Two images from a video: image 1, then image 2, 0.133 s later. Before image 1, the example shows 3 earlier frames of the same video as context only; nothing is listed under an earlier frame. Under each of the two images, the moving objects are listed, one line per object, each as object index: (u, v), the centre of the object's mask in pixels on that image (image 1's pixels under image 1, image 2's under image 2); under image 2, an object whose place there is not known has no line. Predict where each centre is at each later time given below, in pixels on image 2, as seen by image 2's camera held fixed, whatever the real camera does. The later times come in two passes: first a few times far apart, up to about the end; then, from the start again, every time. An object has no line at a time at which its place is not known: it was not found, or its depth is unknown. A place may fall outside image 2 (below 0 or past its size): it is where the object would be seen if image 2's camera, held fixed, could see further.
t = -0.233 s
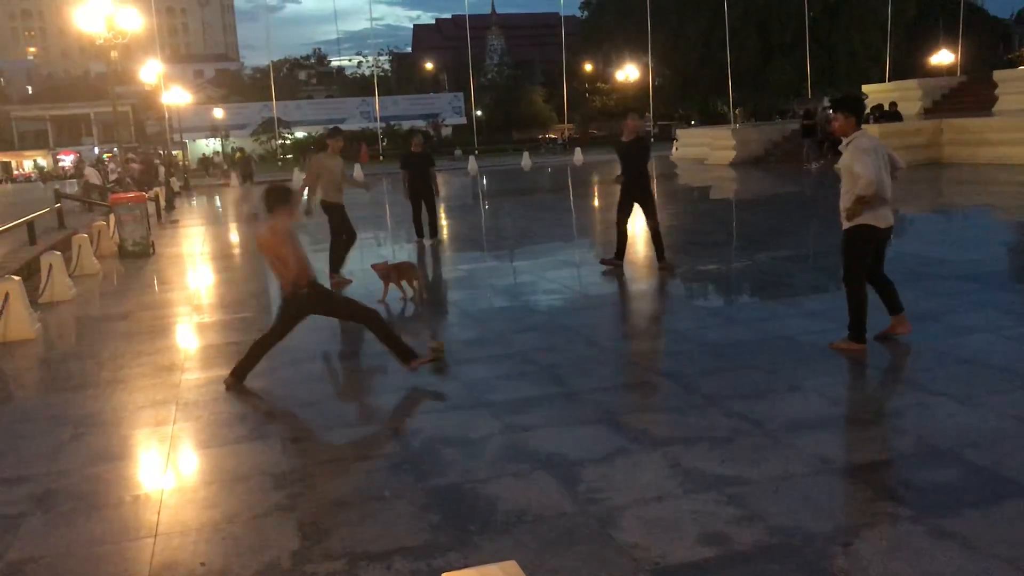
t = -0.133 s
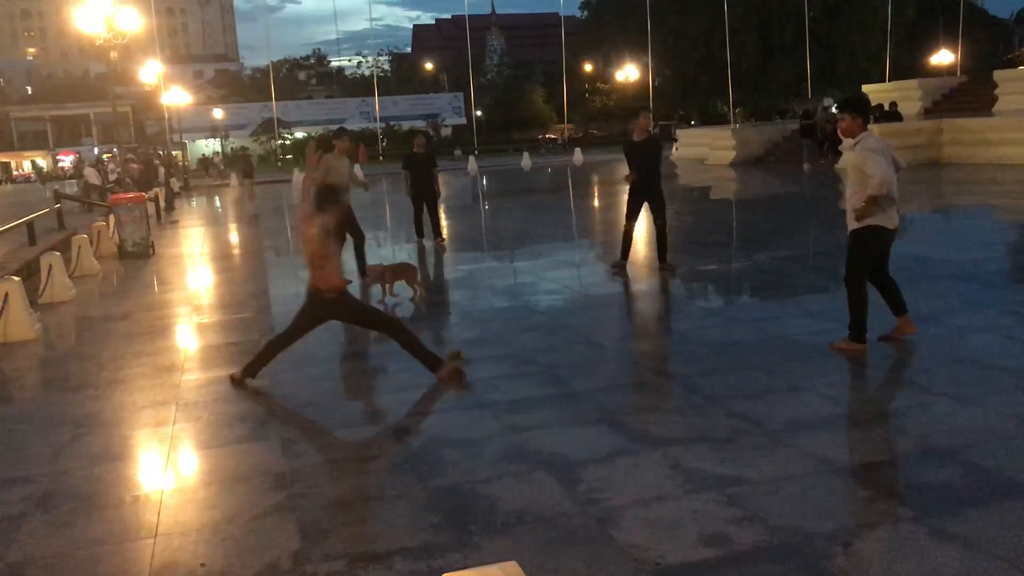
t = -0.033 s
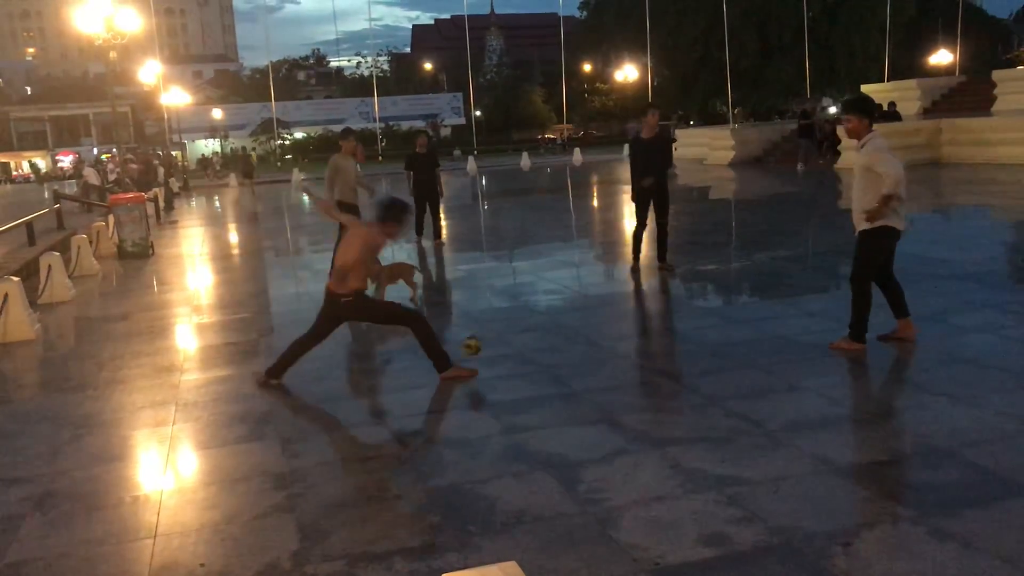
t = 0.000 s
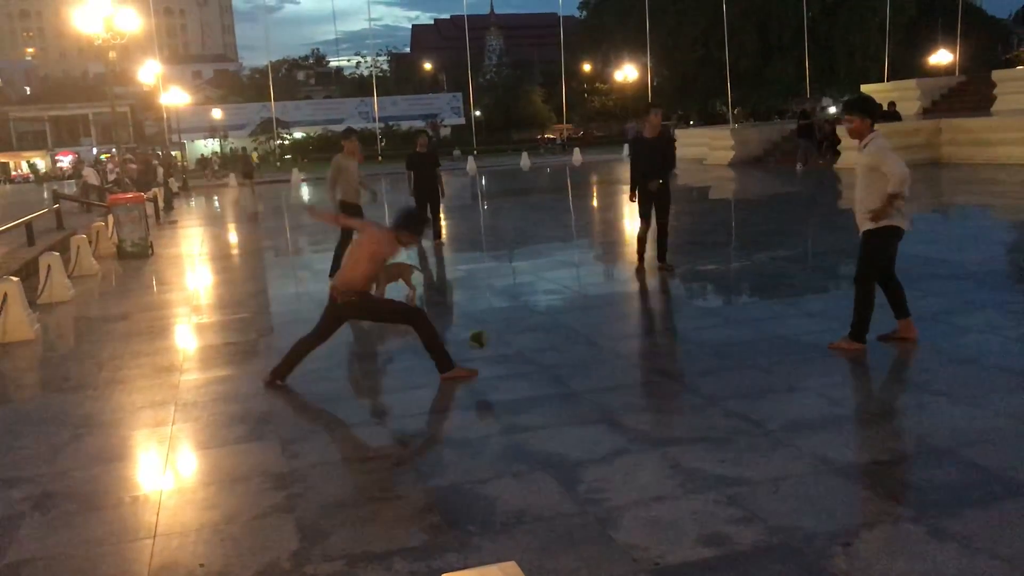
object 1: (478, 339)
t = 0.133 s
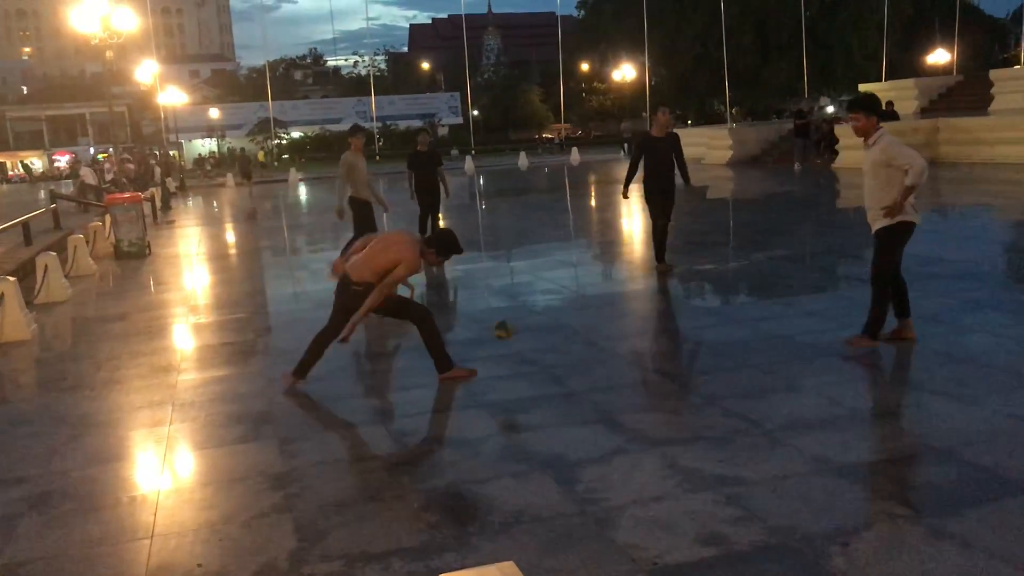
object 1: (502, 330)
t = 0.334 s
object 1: (550, 367)
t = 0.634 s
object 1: (612, 372)
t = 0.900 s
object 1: (675, 395)
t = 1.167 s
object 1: (746, 424)
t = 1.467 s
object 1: (842, 445)
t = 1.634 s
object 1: (900, 456)
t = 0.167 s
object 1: (510, 332)
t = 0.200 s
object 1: (518, 335)
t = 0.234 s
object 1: (526, 341)
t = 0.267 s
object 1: (534, 348)
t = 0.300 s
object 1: (541, 356)
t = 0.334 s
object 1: (550, 367)
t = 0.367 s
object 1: (558, 379)
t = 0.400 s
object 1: (564, 372)
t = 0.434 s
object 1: (570, 367)
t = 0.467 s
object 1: (577, 363)
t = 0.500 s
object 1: (583, 361)
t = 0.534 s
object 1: (590, 361)
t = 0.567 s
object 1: (597, 363)
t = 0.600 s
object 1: (604, 366)
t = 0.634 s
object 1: (612, 372)
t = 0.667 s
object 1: (620, 378)
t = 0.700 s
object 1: (628, 387)
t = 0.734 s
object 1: (636, 398)
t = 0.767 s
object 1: (643, 395)
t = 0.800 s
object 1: (651, 392)
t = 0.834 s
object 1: (660, 392)
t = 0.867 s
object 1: (667, 393)
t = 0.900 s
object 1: (675, 395)
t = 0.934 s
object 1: (682, 402)
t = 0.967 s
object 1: (692, 408)
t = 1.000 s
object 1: (699, 412)
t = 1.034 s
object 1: (709, 410)
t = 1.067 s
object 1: (719, 413)
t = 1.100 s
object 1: (728, 413)
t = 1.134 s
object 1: (736, 419)
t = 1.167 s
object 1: (746, 424)
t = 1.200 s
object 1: (757, 424)
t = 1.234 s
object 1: (767, 427)
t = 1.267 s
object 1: (778, 430)
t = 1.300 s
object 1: (788, 433)
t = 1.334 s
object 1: (798, 436)
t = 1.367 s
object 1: (809, 438)
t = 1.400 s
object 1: (821, 440)
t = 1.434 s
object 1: (831, 442)
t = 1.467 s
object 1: (842, 445)
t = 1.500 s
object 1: (854, 447)
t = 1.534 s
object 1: (867, 451)
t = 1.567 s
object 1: (877, 450)
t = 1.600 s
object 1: (888, 452)
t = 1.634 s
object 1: (900, 456)
